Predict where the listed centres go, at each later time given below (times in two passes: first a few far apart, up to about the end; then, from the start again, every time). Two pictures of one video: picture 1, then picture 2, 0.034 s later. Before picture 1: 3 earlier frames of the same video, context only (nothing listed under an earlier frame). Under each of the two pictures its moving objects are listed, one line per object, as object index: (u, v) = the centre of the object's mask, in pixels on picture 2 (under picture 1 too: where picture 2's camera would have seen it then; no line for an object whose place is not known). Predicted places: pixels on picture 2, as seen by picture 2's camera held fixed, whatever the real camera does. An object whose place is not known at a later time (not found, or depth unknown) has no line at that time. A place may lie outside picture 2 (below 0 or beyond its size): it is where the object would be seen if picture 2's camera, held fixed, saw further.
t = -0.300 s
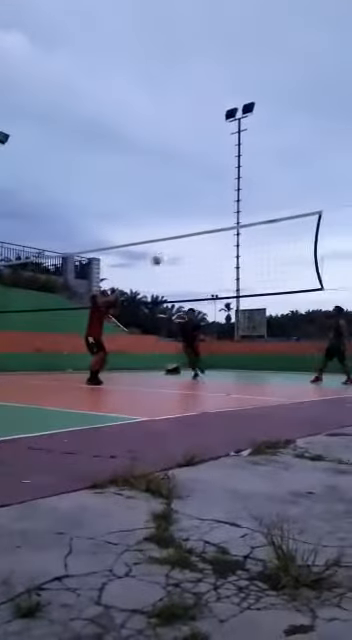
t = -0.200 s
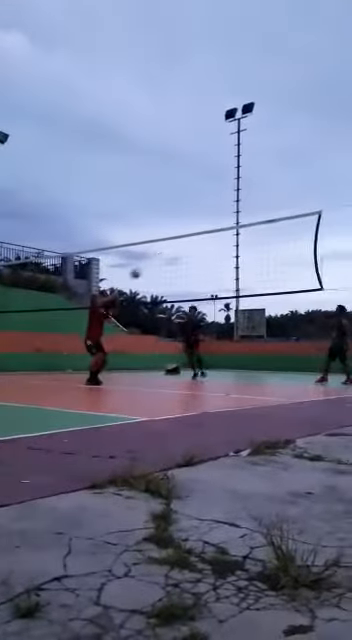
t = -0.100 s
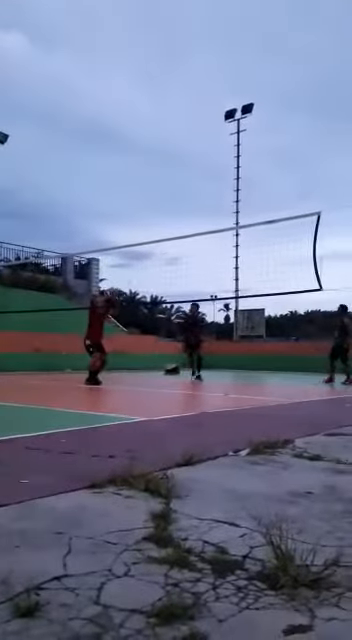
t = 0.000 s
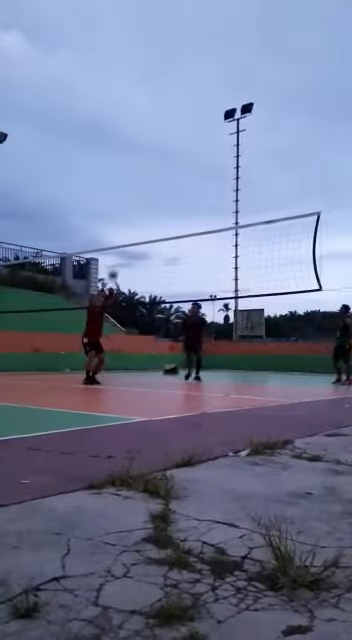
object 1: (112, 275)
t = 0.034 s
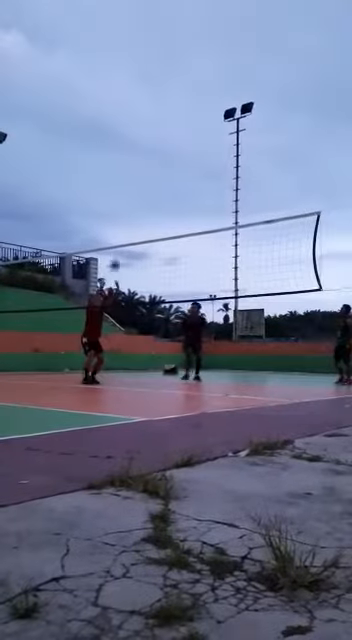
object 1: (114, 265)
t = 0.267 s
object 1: (130, 211)
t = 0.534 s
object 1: (149, 183)
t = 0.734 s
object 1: (163, 188)
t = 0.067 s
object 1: (116, 255)
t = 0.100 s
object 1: (118, 247)
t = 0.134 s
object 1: (121, 237)
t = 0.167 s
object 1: (123, 229)
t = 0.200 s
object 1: (125, 223)
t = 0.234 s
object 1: (127, 217)
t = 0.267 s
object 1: (130, 211)
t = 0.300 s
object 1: (132, 205)
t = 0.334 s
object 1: (135, 200)
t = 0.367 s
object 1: (137, 196)
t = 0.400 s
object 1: (140, 193)
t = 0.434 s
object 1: (142, 189)
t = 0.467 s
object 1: (144, 187)
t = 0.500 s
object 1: (146, 185)
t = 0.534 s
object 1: (149, 183)
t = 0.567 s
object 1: (152, 183)
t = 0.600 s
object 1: (154, 183)
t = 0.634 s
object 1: (156, 183)
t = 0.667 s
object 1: (159, 184)
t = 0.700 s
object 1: (161, 185)
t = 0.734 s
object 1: (163, 188)
